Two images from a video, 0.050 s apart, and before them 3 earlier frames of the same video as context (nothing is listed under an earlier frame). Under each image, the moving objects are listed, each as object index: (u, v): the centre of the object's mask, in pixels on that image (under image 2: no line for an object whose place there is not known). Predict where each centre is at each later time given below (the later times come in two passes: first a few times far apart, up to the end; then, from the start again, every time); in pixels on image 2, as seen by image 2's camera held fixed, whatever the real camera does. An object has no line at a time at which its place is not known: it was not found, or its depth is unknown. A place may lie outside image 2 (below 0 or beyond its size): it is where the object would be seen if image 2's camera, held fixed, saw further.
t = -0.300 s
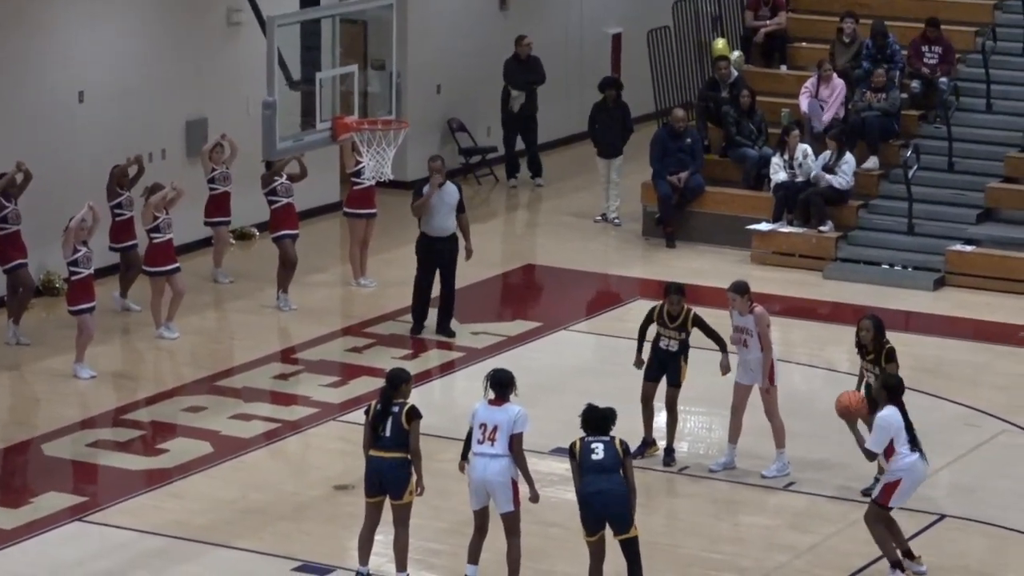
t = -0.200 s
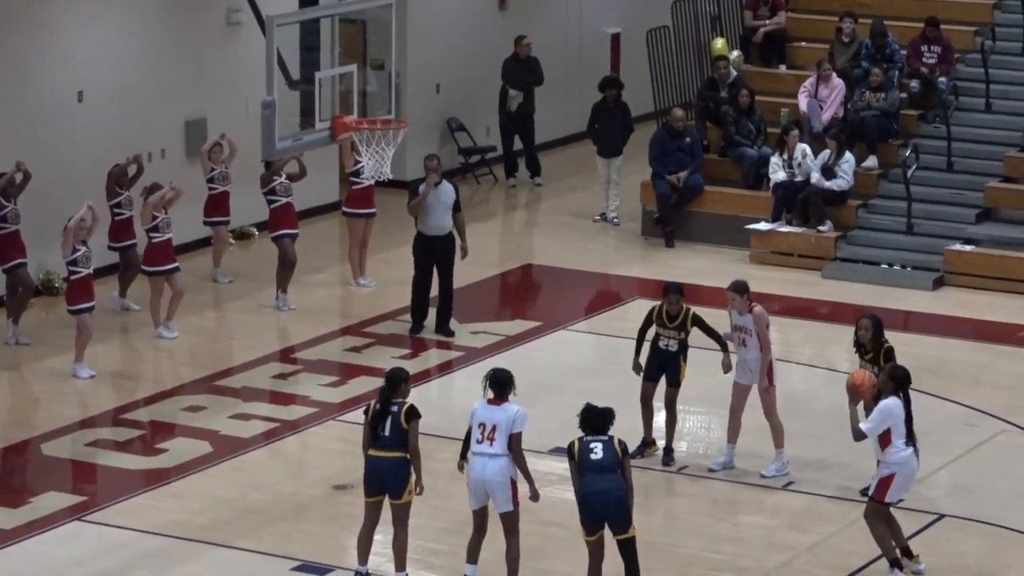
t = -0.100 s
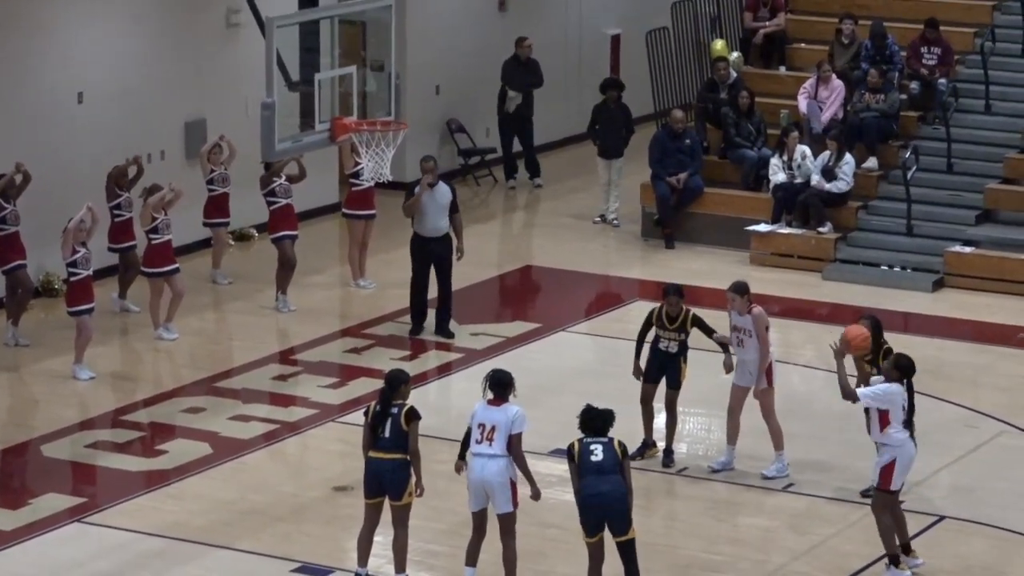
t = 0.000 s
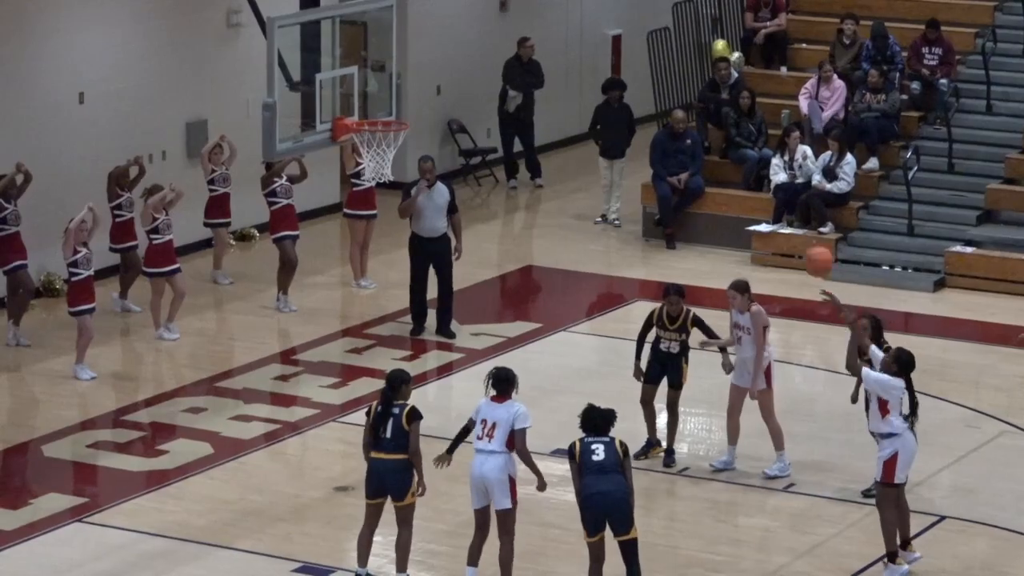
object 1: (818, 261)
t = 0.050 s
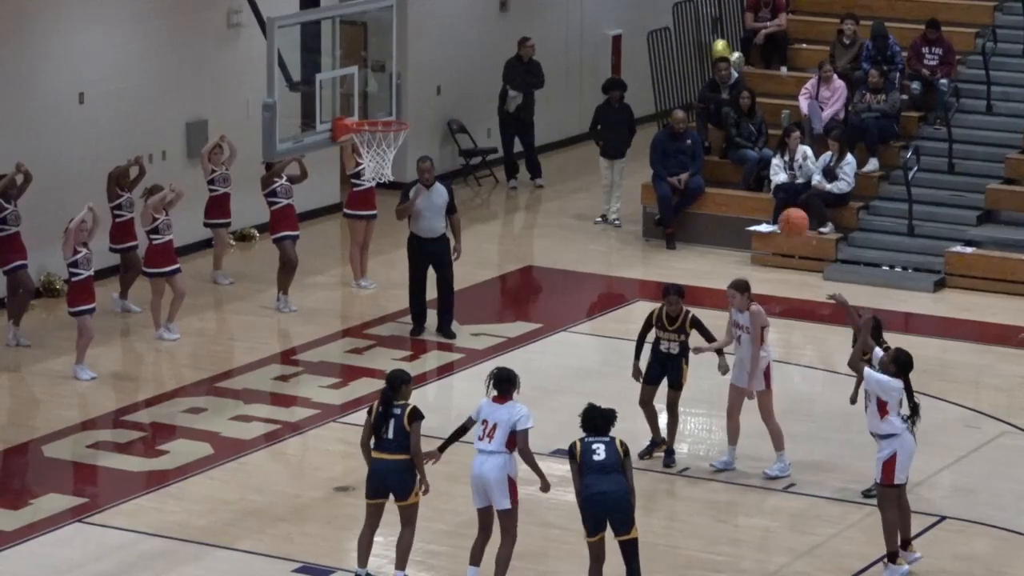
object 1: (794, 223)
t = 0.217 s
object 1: (711, 118)
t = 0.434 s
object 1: (608, 36)
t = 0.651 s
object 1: (507, 15)
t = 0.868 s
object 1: (412, 53)
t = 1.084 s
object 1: (343, 93)
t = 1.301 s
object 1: (379, 67)
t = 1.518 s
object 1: (416, 99)
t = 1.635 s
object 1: (437, 141)
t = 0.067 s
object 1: (786, 211)
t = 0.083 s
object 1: (778, 199)
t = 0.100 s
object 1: (768, 187)
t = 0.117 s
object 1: (760, 177)
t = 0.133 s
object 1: (751, 167)
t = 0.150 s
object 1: (743, 156)
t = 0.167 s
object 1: (735, 146)
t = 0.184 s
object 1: (727, 136)
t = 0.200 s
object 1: (719, 127)
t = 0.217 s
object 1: (711, 118)
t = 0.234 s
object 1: (703, 109)
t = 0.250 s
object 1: (695, 101)
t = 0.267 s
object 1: (687, 94)
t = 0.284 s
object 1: (679, 86)
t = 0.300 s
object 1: (671, 79)
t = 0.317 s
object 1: (662, 72)
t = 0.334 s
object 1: (655, 66)
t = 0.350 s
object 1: (647, 60)
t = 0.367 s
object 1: (639, 54)
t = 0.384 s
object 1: (631, 49)
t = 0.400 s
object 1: (623, 44)
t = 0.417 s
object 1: (615, 40)
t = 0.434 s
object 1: (608, 36)
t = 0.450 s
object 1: (599, 32)
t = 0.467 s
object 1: (592, 29)
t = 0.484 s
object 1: (583, 25)
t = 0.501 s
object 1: (575, 22)
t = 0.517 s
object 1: (568, 20)
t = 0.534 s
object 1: (560, 19)
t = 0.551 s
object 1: (553, 17)
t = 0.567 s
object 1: (545, 16)
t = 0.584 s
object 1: (538, 15)
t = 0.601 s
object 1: (530, 15)
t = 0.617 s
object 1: (521, 14)
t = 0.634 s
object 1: (514, 14)
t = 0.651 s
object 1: (507, 15)
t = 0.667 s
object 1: (500, 16)
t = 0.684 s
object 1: (492, 17)
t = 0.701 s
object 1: (484, 18)
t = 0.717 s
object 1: (477, 21)
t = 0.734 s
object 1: (469, 23)
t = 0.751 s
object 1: (462, 25)
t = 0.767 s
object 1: (455, 29)
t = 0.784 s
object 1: (446, 32)
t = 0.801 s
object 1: (440, 35)
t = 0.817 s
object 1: (432, 39)
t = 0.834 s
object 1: (425, 43)
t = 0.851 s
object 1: (418, 48)
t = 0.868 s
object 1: (412, 53)
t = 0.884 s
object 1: (404, 59)
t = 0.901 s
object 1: (397, 64)
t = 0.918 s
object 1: (390, 70)
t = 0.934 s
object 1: (384, 76)
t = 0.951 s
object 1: (376, 83)
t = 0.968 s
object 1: (368, 90)
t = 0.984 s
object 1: (361, 98)
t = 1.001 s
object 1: (354, 105)
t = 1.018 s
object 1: (349, 111)
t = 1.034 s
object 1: (344, 108)
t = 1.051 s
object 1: (340, 103)
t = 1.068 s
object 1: (341, 98)
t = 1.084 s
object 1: (343, 93)
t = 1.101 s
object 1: (345, 90)
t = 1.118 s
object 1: (348, 86)
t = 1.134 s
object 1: (352, 82)
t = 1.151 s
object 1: (354, 79)
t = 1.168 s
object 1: (357, 76)
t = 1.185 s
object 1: (360, 73)
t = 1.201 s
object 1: (363, 72)
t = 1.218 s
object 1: (365, 70)
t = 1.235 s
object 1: (368, 69)
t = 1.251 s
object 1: (372, 67)
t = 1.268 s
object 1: (374, 66)
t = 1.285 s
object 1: (376, 67)
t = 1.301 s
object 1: (379, 67)
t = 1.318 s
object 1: (382, 67)
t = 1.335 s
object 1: (386, 68)
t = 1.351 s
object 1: (388, 69)
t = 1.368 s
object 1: (390, 70)
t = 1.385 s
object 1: (394, 72)
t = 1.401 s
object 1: (396, 74)
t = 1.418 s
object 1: (399, 76)
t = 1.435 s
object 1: (402, 79)
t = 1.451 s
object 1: (406, 83)
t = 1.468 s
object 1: (408, 86)
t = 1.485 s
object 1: (411, 90)
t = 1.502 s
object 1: (413, 94)
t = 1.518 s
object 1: (416, 99)
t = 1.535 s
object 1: (419, 104)
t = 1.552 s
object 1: (422, 109)
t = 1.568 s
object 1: (425, 114)
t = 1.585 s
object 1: (427, 120)
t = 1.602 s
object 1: (430, 127)
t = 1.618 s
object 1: (434, 134)
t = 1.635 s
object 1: (437, 141)
